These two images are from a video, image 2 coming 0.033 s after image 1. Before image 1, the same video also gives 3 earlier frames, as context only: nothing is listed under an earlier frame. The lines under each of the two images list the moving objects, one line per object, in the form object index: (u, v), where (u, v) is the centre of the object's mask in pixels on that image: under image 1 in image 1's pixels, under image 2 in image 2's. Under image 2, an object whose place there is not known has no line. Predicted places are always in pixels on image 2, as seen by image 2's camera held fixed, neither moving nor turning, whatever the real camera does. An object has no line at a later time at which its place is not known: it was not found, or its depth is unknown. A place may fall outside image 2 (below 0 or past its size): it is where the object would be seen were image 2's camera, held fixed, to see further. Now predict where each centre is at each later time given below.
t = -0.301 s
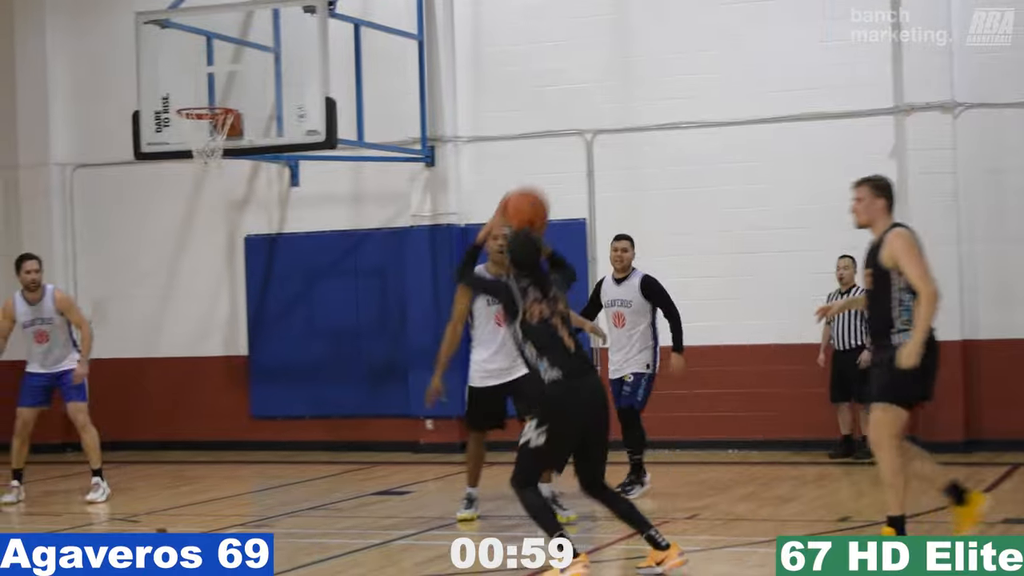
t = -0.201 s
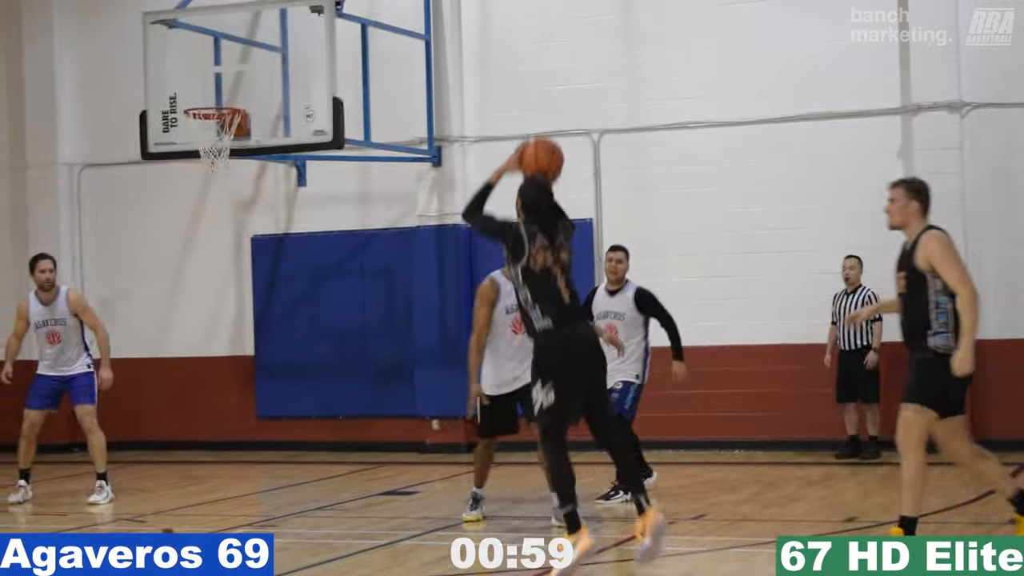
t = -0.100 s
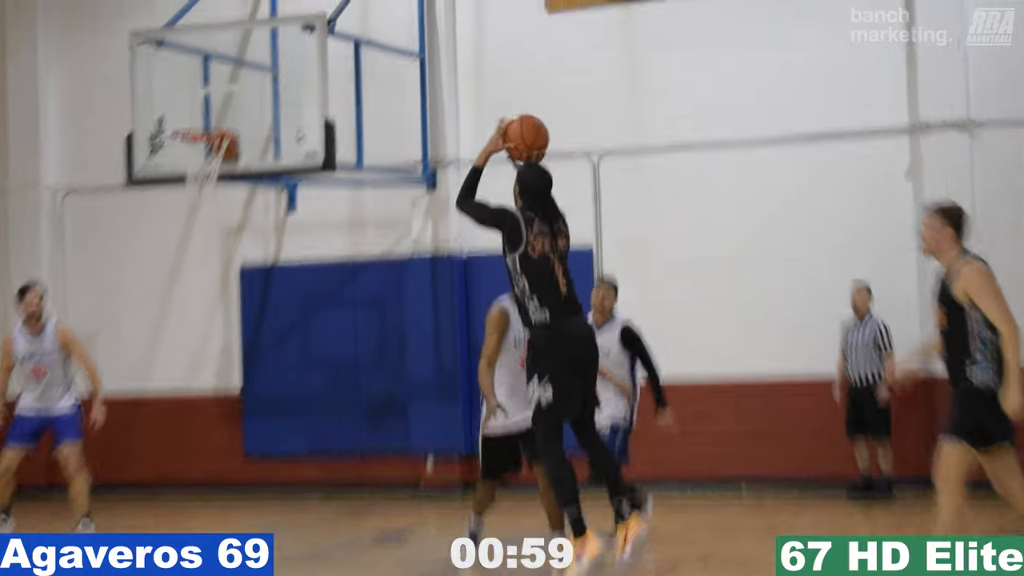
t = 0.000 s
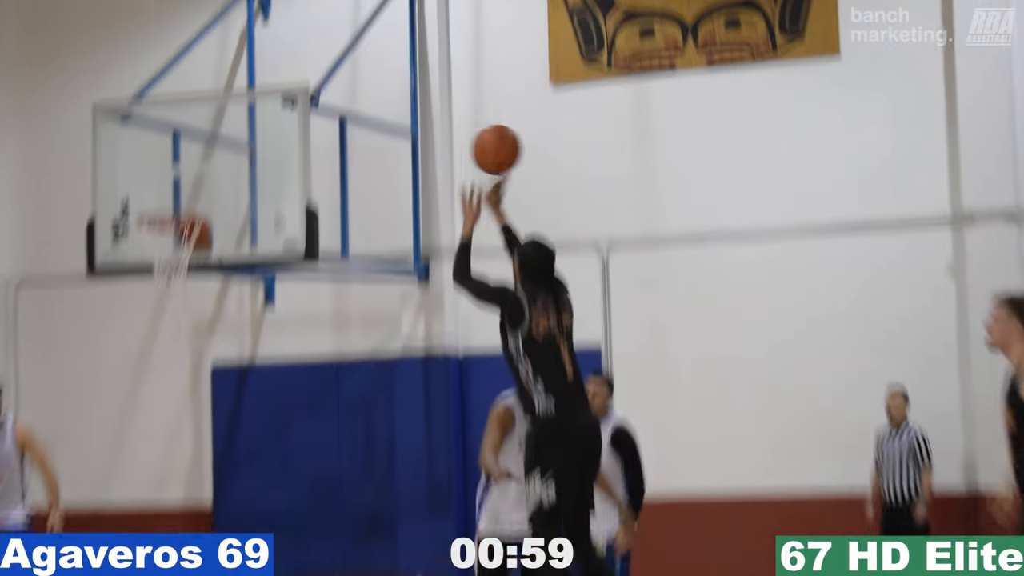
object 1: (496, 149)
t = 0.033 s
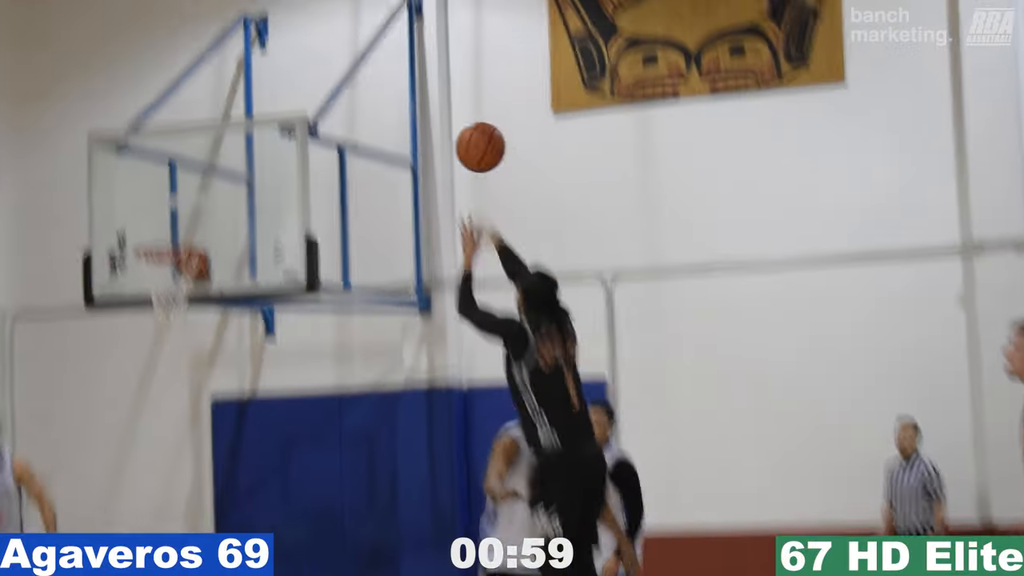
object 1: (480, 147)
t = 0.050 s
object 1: (472, 132)
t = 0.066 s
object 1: (464, 119)
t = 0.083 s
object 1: (455, 106)
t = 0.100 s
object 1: (447, 93)
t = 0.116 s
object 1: (440, 81)
